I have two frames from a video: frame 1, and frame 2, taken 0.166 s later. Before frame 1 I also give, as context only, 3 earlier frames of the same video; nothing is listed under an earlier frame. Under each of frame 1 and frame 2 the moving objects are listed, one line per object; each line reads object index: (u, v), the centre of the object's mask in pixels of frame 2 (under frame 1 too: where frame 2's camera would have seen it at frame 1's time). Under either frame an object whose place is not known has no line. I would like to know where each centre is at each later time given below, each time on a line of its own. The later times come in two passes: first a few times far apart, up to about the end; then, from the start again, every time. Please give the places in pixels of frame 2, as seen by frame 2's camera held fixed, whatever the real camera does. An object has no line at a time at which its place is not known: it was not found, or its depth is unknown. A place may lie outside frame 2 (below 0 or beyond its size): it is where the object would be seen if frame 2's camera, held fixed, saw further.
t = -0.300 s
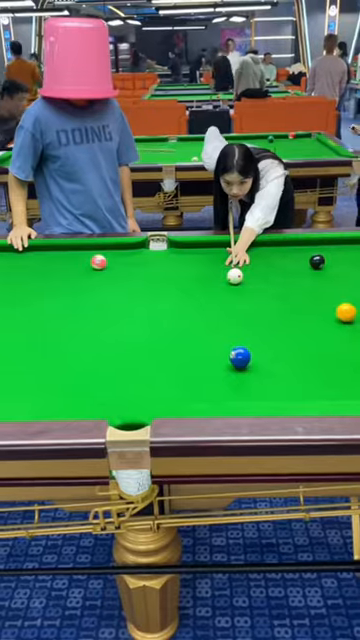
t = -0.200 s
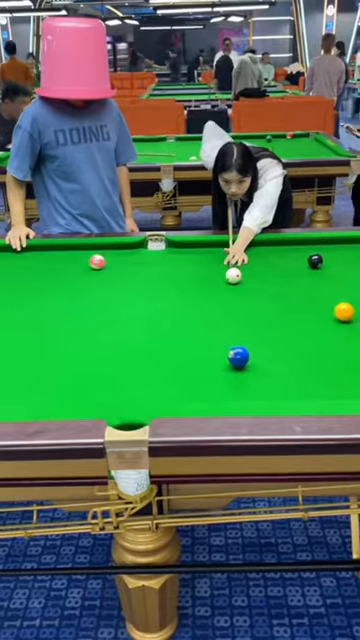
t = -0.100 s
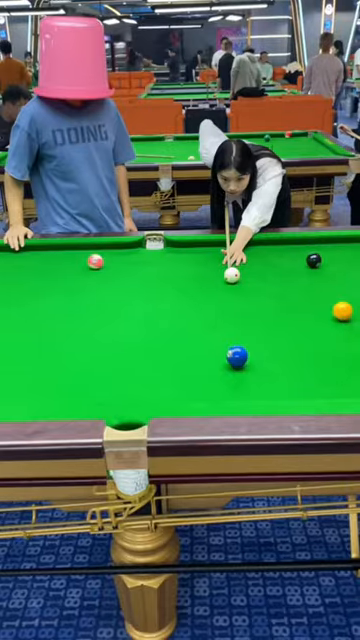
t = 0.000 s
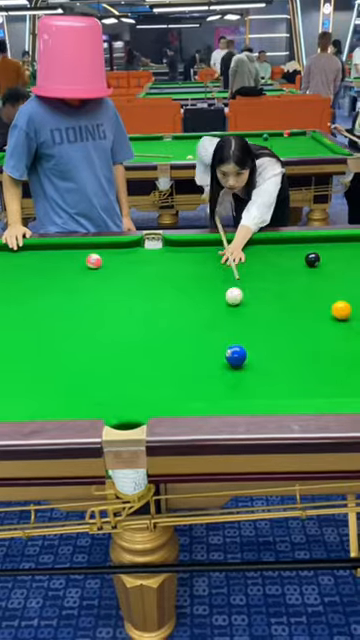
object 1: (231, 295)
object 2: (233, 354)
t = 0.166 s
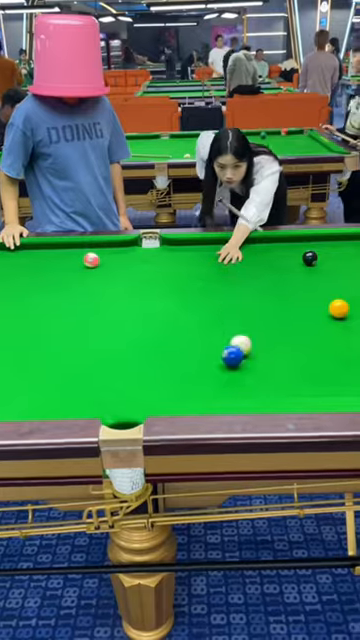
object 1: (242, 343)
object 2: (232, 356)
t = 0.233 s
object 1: (254, 347)
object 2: (219, 378)
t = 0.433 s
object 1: (286, 351)
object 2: (191, 368)
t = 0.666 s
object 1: (321, 354)
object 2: (172, 330)
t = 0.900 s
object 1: (356, 358)
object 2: (158, 302)
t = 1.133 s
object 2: (146, 278)
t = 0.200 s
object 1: (248, 346)
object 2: (226, 367)
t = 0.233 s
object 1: (254, 347)
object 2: (219, 378)
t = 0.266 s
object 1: (260, 348)
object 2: (213, 388)
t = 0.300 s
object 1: (265, 349)
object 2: (206, 393)
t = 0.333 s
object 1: (271, 349)
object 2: (202, 388)
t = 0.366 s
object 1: (275, 350)
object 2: (198, 382)
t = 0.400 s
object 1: (281, 350)
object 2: (195, 374)
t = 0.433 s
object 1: (286, 351)
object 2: (191, 368)
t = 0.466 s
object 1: (291, 351)
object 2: (189, 362)
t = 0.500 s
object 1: (296, 352)
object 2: (186, 356)
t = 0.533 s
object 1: (301, 353)
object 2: (183, 351)
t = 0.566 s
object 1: (306, 353)
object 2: (180, 345)
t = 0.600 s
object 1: (311, 353)
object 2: (177, 340)
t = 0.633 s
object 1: (316, 354)
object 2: (175, 335)
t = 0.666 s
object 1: (321, 354)
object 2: (172, 330)
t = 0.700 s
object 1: (326, 355)
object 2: (170, 326)
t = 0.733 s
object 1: (332, 355)
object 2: (168, 321)
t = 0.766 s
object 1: (337, 356)
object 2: (166, 317)
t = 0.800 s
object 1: (341, 356)
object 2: (164, 313)
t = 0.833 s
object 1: (346, 357)
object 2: (162, 309)
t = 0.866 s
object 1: (352, 357)
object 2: (160, 305)
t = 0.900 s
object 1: (356, 358)
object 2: (158, 302)
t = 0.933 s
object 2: (156, 298)
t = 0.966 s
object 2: (154, 294)
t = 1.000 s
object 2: (153, 291)
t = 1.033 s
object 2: (151, 288)
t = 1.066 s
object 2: (149, 285)
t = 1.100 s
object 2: (148, 282)
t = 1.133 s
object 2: (146, 278)
